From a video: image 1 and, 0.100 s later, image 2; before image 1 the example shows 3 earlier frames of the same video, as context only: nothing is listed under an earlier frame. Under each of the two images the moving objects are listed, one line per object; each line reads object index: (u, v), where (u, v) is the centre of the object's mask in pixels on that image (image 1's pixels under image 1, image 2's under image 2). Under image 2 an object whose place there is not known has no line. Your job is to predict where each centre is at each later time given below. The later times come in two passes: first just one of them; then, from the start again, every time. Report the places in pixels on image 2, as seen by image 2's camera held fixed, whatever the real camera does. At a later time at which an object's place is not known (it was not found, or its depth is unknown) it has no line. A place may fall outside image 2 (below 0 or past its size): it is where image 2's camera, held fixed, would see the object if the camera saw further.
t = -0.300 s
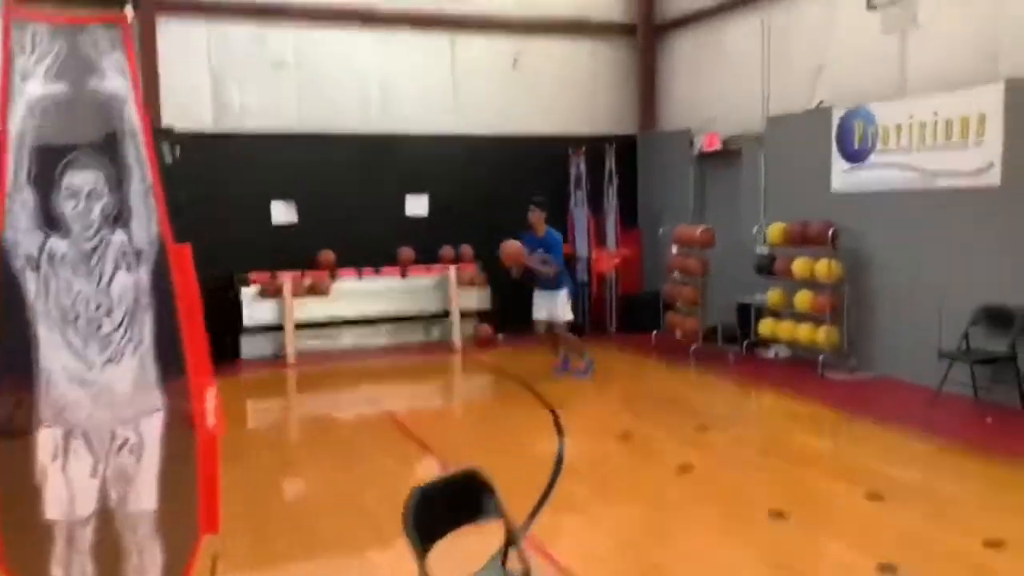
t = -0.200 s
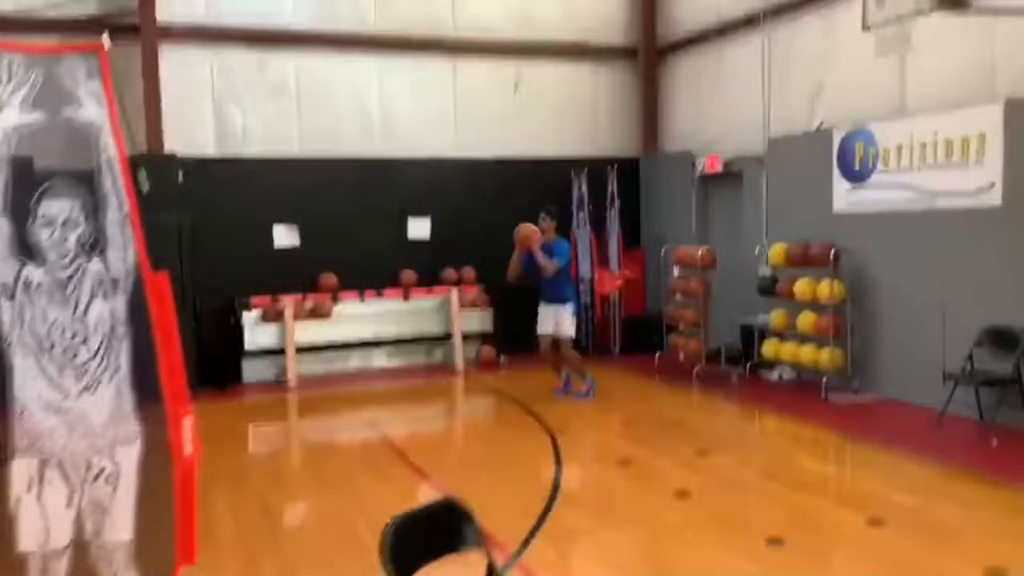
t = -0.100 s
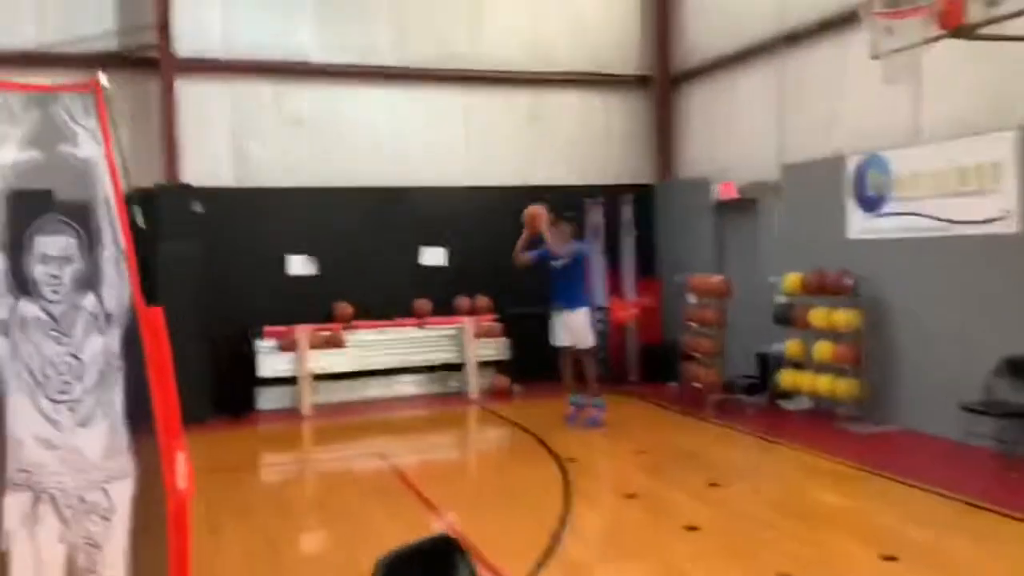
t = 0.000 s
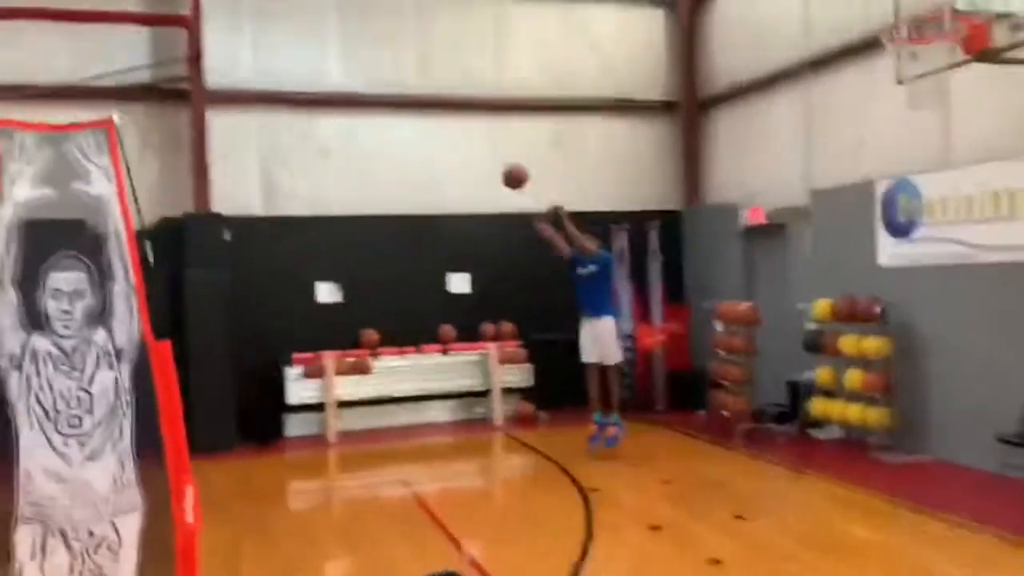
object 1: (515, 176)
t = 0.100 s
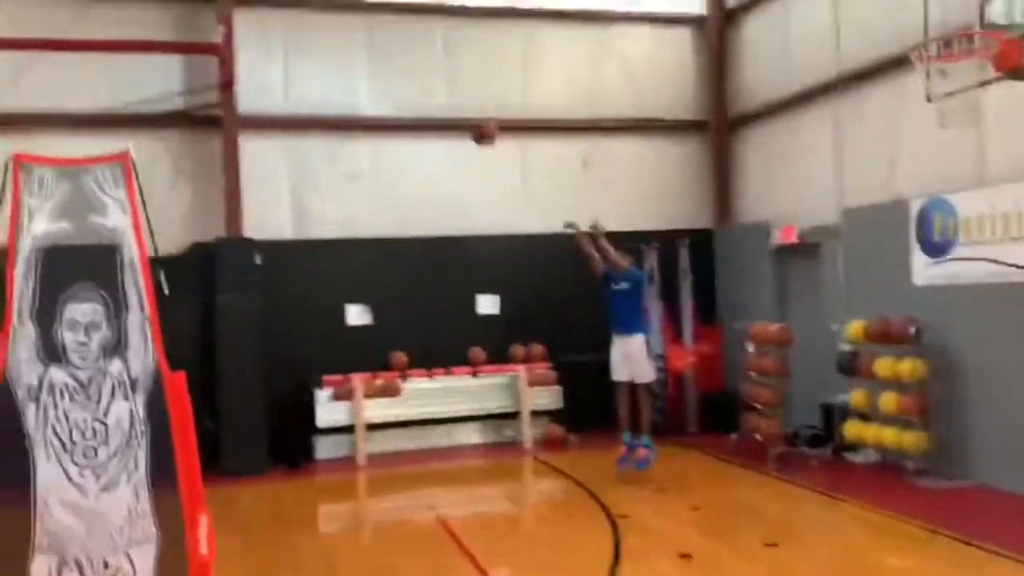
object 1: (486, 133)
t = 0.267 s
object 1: (380, 43)
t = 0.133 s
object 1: (464, 114)
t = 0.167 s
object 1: (442, 93)
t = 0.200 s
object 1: (421, 75)
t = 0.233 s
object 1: (401, 58)
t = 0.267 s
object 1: (380, 43)
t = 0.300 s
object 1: (359, 30)
